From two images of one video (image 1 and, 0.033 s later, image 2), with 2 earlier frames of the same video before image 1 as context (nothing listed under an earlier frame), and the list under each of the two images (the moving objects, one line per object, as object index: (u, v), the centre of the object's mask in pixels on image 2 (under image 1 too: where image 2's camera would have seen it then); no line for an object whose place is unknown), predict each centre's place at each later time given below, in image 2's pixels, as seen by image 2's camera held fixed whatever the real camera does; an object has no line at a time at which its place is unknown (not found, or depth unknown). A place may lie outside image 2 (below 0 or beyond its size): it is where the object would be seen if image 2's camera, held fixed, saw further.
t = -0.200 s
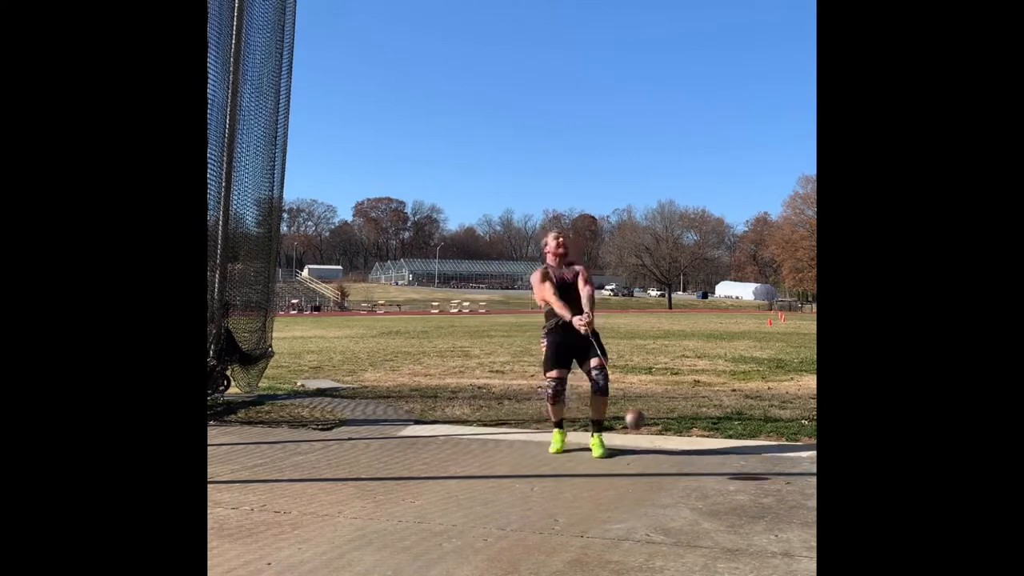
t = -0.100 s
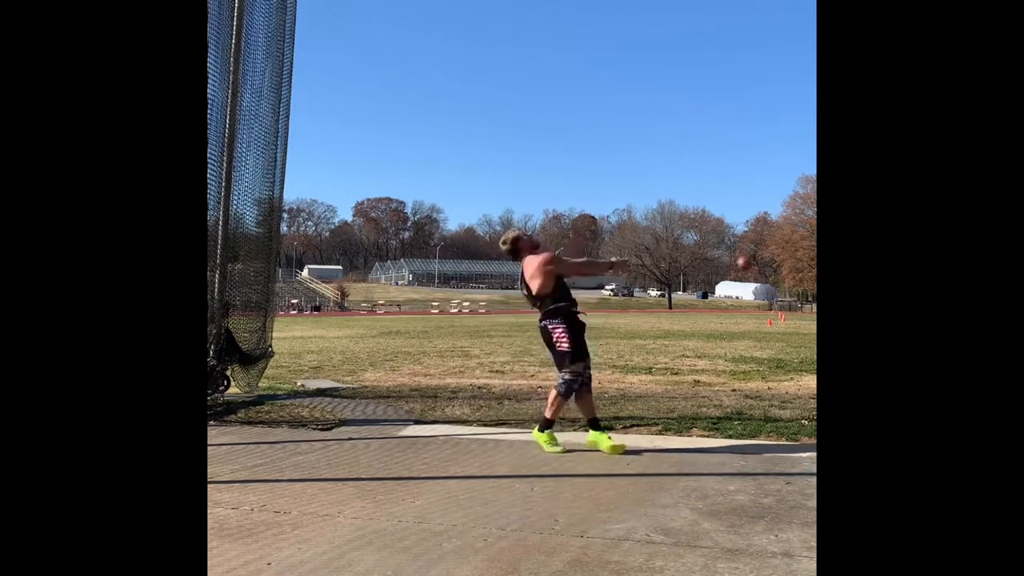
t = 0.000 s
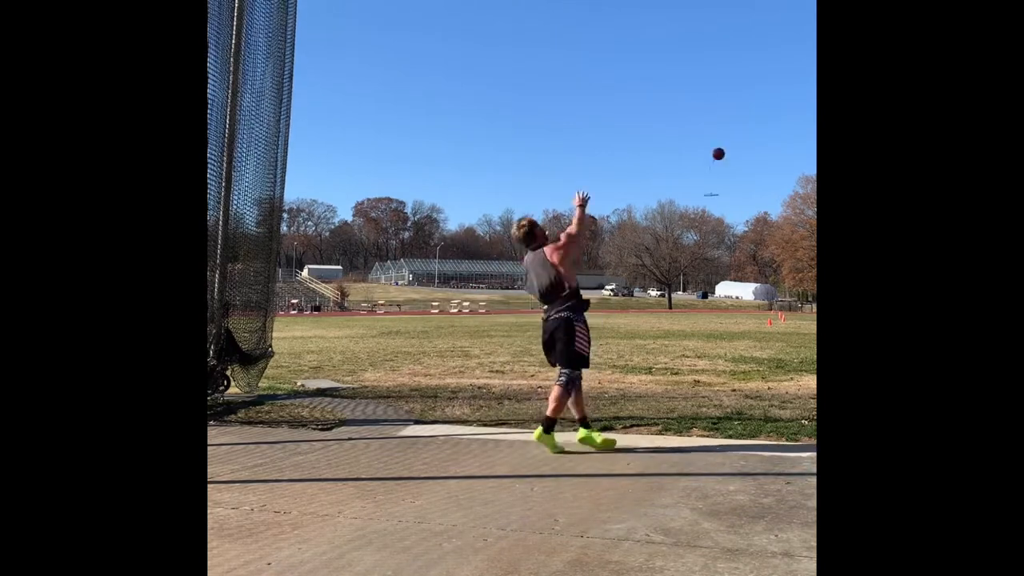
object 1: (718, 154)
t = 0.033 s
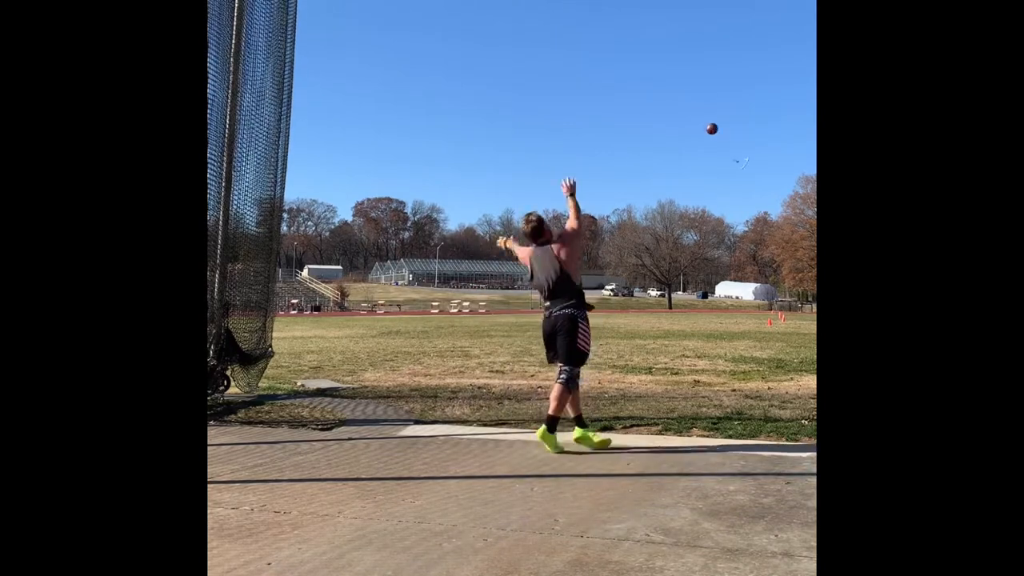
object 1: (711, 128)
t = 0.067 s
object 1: (706, 108)
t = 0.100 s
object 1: (701, 90)
